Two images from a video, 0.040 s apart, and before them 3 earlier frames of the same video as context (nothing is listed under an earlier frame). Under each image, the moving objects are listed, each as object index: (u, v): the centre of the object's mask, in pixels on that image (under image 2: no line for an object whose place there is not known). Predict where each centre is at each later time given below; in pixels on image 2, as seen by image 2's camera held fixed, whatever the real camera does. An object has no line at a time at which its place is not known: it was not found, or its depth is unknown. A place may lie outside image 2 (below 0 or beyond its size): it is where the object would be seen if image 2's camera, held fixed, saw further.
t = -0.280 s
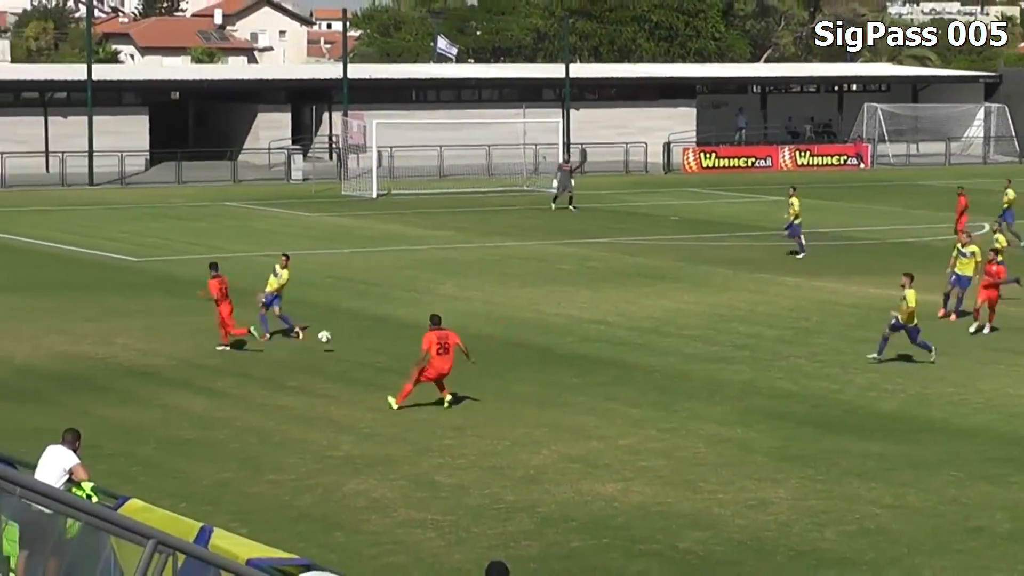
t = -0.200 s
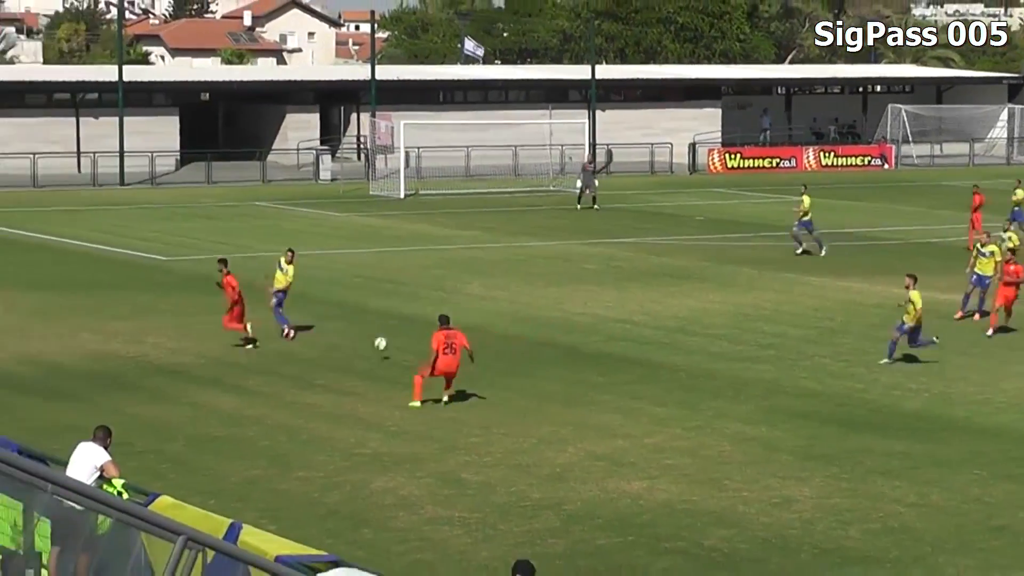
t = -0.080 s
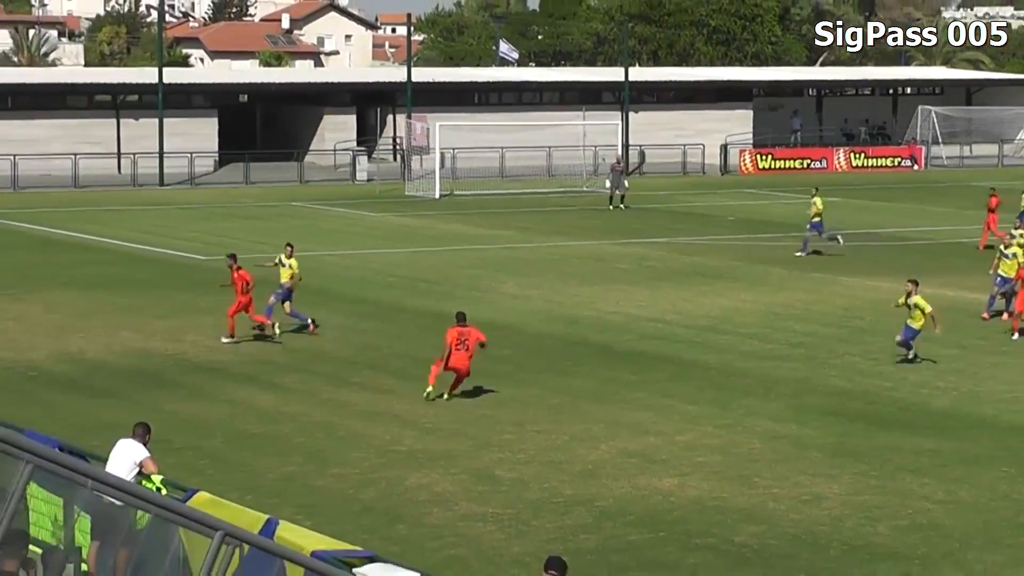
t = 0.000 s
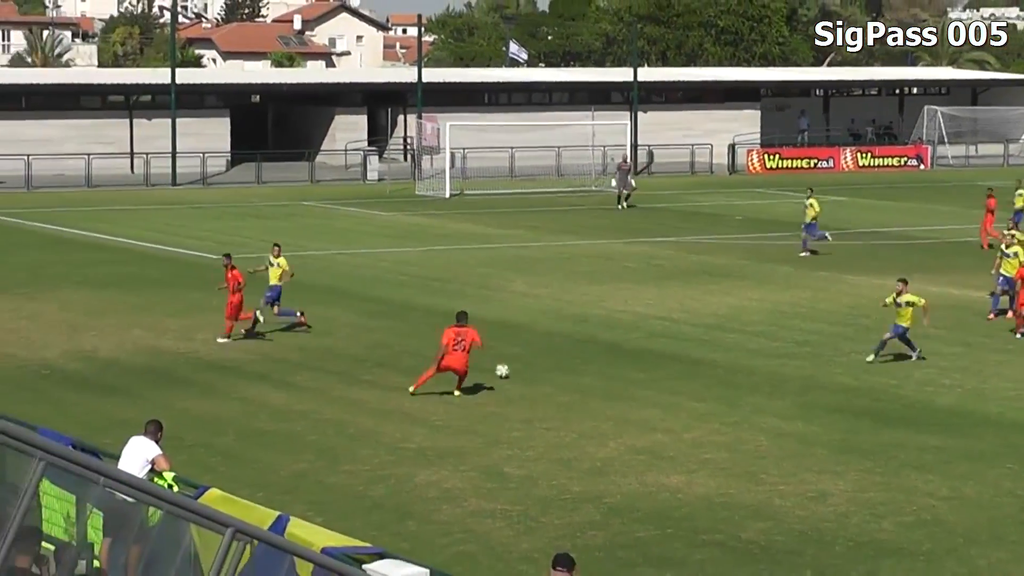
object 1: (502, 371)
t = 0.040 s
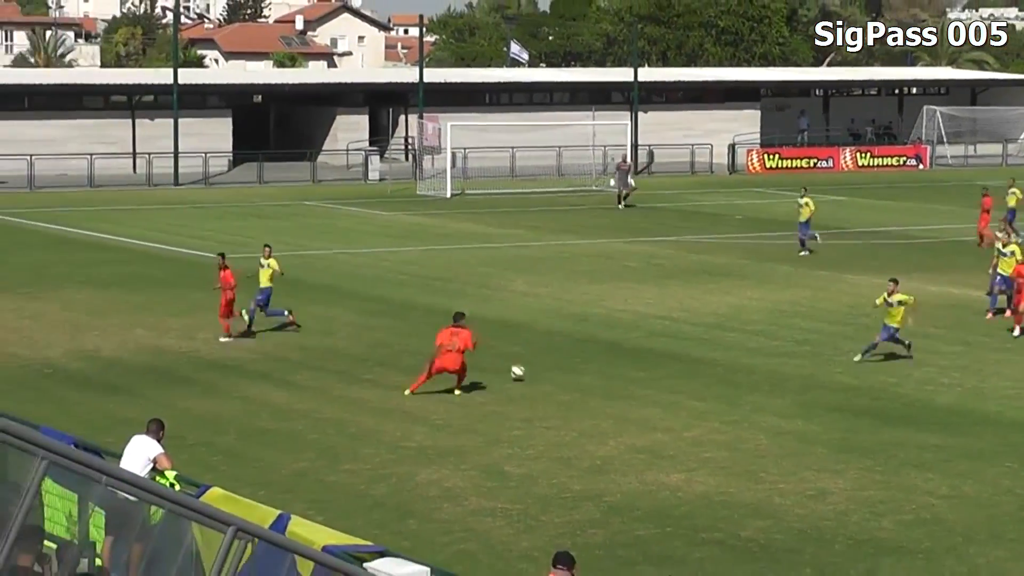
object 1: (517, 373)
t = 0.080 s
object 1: (532, 375)
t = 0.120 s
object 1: (546, 380)
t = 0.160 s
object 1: (562, 385)
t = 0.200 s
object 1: (577, 391)
